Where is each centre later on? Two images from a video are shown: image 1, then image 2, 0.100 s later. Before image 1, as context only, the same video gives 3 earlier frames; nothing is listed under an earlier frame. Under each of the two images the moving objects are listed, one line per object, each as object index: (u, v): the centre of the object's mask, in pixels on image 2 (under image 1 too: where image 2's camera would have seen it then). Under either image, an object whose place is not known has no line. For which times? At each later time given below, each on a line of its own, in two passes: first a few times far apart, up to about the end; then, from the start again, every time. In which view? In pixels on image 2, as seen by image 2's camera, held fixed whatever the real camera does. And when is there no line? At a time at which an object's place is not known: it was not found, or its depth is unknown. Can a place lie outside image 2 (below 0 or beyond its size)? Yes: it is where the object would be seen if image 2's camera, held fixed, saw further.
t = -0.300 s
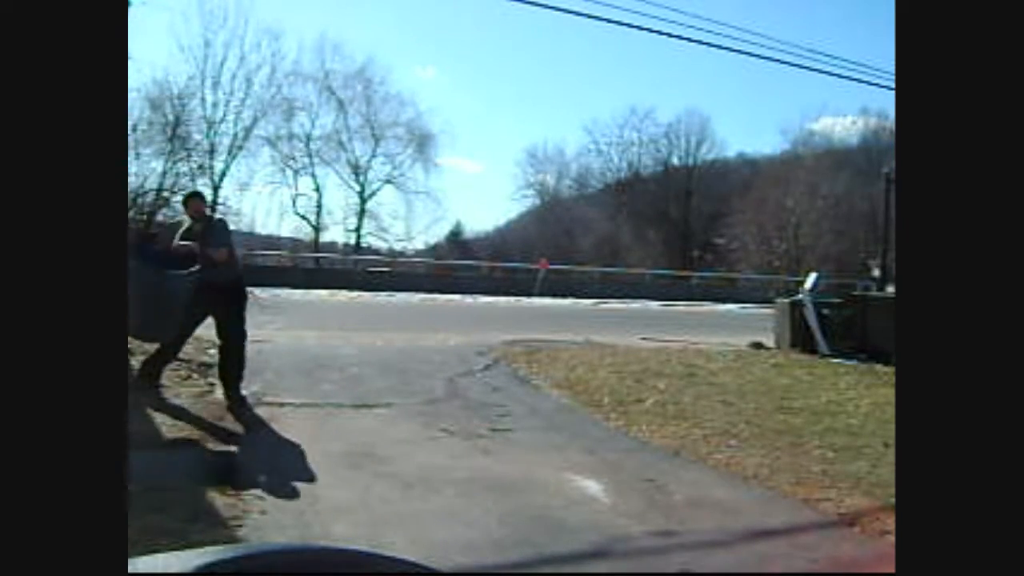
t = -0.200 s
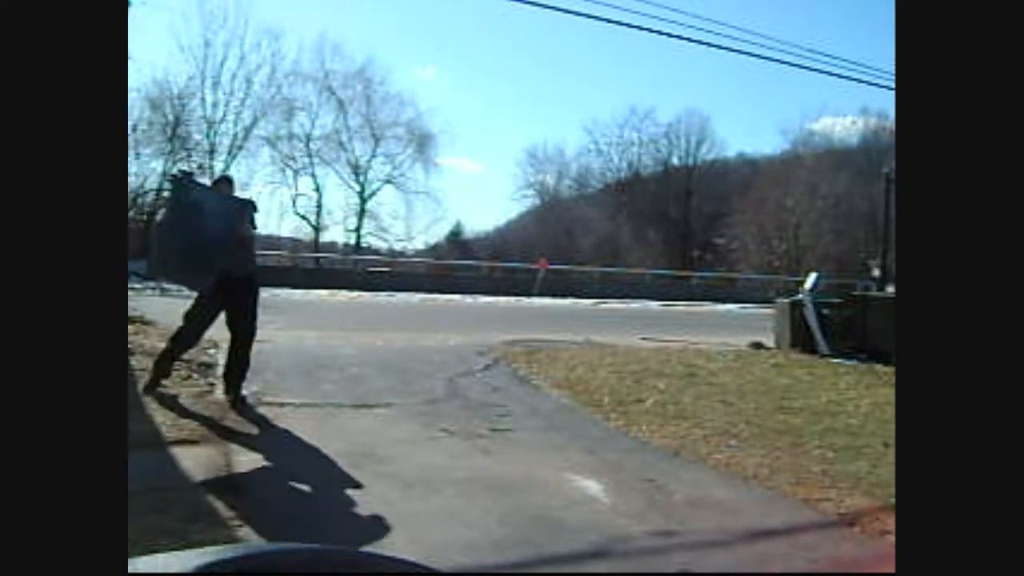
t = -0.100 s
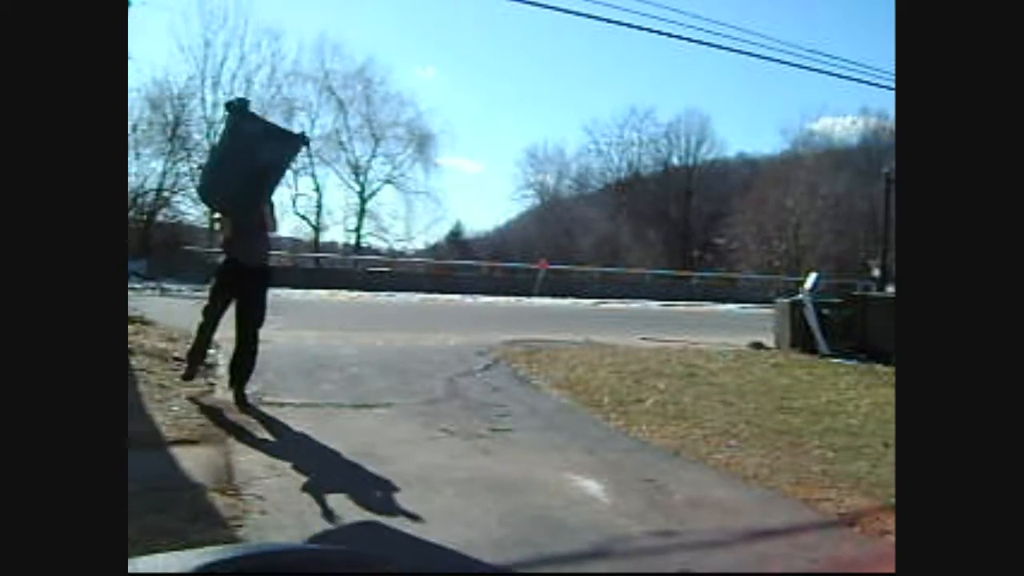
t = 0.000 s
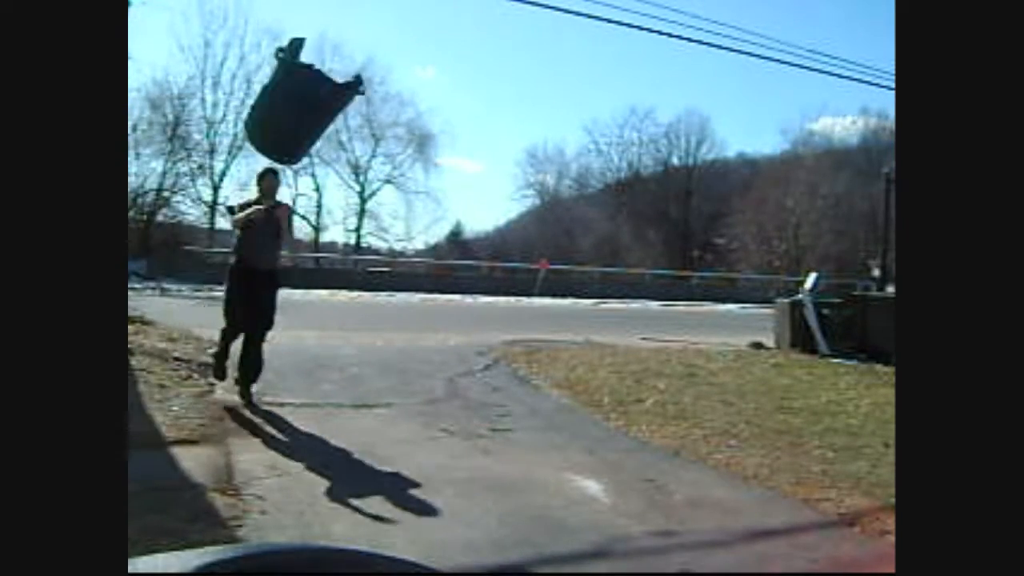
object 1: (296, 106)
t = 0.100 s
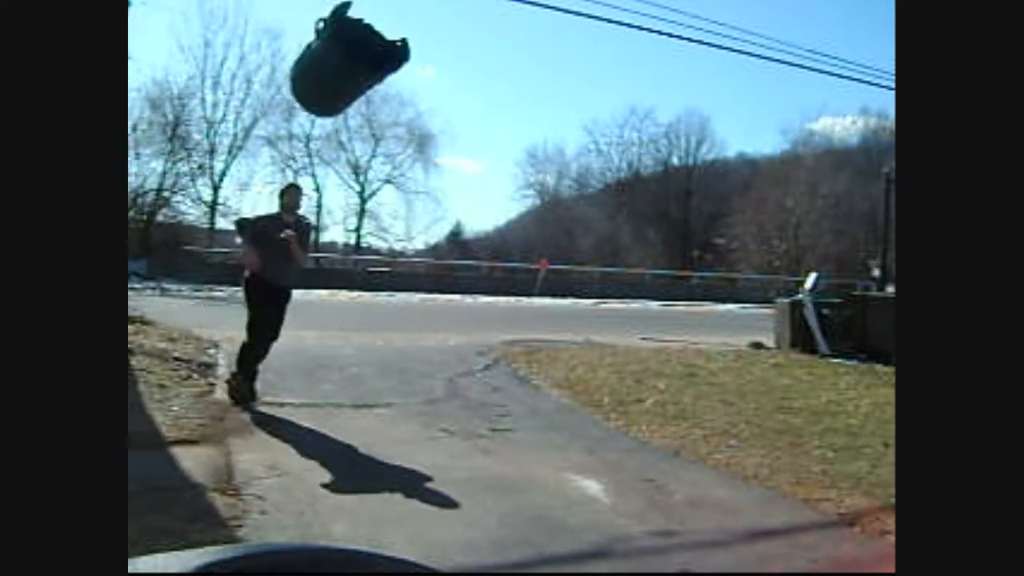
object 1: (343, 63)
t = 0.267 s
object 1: (413, 43)
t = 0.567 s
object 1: (504, 94)
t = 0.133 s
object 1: (358, 53)
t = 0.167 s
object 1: (374, 46)
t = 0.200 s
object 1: (389, 41)
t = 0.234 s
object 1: (403, 40)
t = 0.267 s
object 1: (413, 43)
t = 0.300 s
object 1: (422, 48)
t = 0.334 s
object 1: (431, 52)
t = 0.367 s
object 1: (441, 56)
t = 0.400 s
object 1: (451, 60)
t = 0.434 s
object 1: (462, 63)
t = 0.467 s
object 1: (473, 67)
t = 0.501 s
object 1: (484, 74)
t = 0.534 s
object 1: (494, 84)
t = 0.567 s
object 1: (504, 94)
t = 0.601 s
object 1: (514, 108)
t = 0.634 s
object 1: (524, 125)
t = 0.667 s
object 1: (533, 143)
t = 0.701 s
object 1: (541, 162)
